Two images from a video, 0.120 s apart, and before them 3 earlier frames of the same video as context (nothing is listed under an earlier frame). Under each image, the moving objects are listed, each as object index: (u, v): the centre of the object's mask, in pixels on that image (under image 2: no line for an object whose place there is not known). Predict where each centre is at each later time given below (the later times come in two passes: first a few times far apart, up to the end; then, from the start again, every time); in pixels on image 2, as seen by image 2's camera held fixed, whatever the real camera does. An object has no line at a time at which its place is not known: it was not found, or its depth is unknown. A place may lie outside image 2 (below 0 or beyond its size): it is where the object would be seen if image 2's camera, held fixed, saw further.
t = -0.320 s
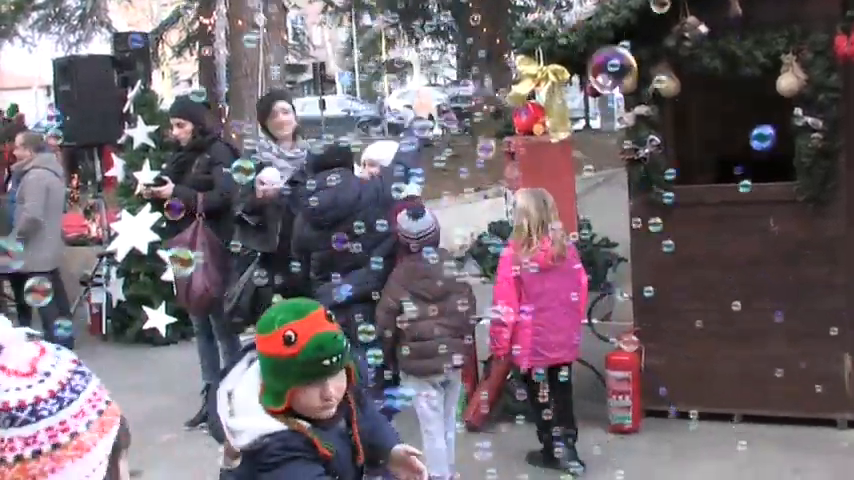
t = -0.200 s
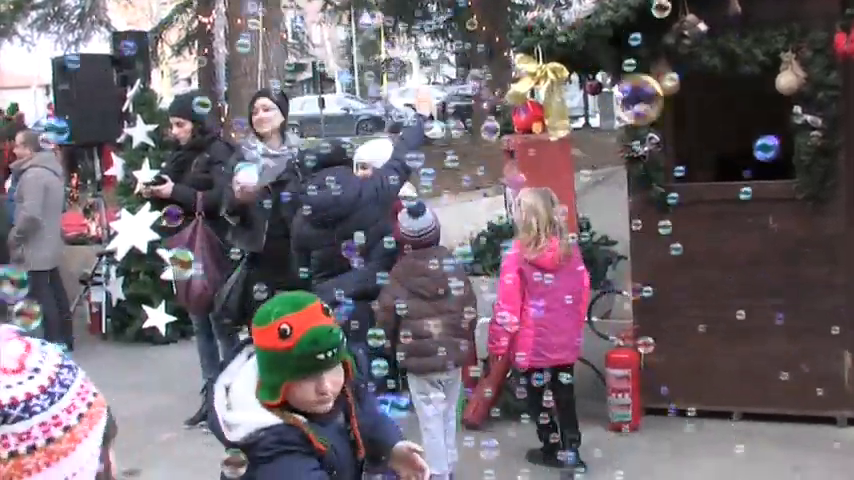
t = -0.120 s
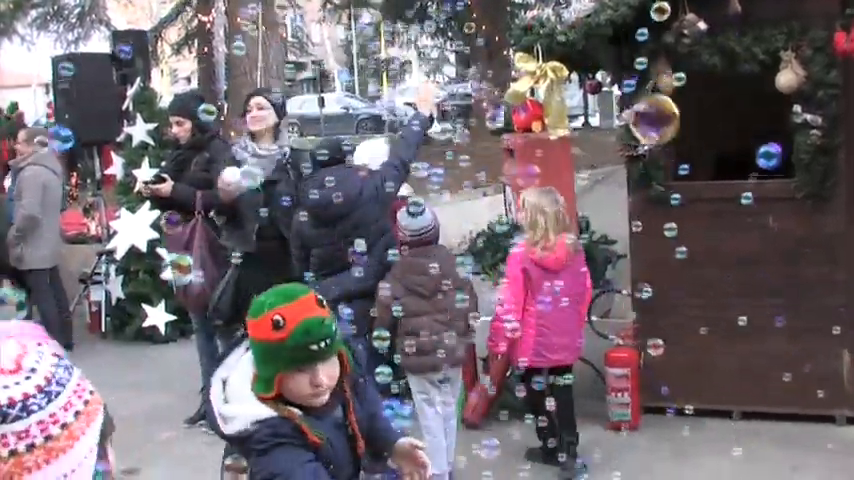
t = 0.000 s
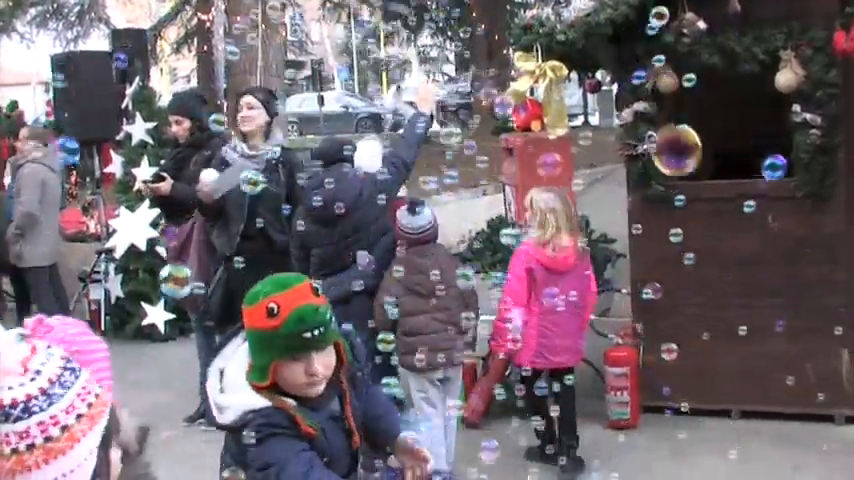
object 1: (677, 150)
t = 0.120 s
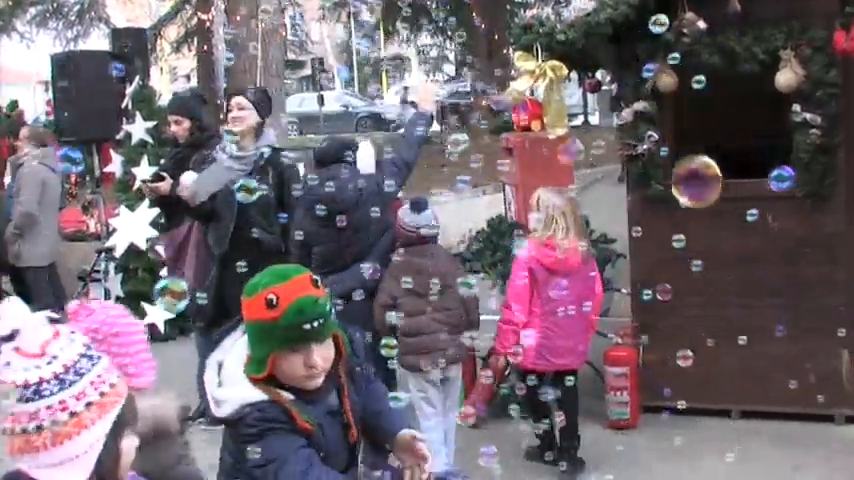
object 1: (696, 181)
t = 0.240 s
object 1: (717, 212)
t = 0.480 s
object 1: (751, 254)
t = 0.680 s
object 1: (773, 269)
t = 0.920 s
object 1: (786, 271)
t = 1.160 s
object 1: (798, 258)
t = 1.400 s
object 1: (804, 219)
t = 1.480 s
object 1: (806, 203)
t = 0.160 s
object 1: (703, 192)
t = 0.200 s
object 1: (710, 201)
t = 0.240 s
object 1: (717, 212)
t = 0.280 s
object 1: (722, 220)
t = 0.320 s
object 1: (729, 228)
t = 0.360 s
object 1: (735, 236)
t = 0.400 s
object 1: (740, 243)
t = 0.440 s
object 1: (746, 249)
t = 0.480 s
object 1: (751, 254)
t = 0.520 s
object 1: (756, 257)
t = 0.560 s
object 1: (760, 261)
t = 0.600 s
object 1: (765, 264)
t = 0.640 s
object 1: (769, 266)
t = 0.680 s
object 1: (773, 269)
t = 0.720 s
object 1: (776, 270)
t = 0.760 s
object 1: (778, 271)
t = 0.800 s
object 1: (780, 272)
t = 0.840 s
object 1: (782, 272)
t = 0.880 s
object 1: (783, 271)
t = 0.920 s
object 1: (786, 271)
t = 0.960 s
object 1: (788, 269)
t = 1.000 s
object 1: (791, 268)
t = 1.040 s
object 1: (793, 266)
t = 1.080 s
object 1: (795, 264)
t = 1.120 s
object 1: (797, 261)
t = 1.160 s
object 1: (798, 258)
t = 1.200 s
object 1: (799, 253)
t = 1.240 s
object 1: (800, 248)
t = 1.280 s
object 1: (801, 241)
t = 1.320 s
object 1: (802, 234)
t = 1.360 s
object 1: (803, 227)
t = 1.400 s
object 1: (804, 219)
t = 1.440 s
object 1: (805, 211)
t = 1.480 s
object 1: (806, 203)
